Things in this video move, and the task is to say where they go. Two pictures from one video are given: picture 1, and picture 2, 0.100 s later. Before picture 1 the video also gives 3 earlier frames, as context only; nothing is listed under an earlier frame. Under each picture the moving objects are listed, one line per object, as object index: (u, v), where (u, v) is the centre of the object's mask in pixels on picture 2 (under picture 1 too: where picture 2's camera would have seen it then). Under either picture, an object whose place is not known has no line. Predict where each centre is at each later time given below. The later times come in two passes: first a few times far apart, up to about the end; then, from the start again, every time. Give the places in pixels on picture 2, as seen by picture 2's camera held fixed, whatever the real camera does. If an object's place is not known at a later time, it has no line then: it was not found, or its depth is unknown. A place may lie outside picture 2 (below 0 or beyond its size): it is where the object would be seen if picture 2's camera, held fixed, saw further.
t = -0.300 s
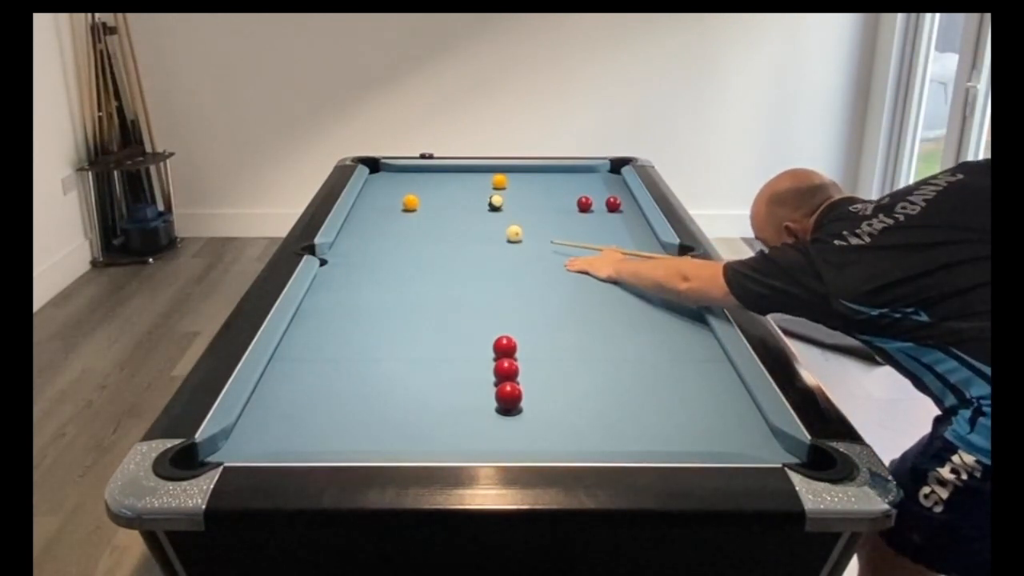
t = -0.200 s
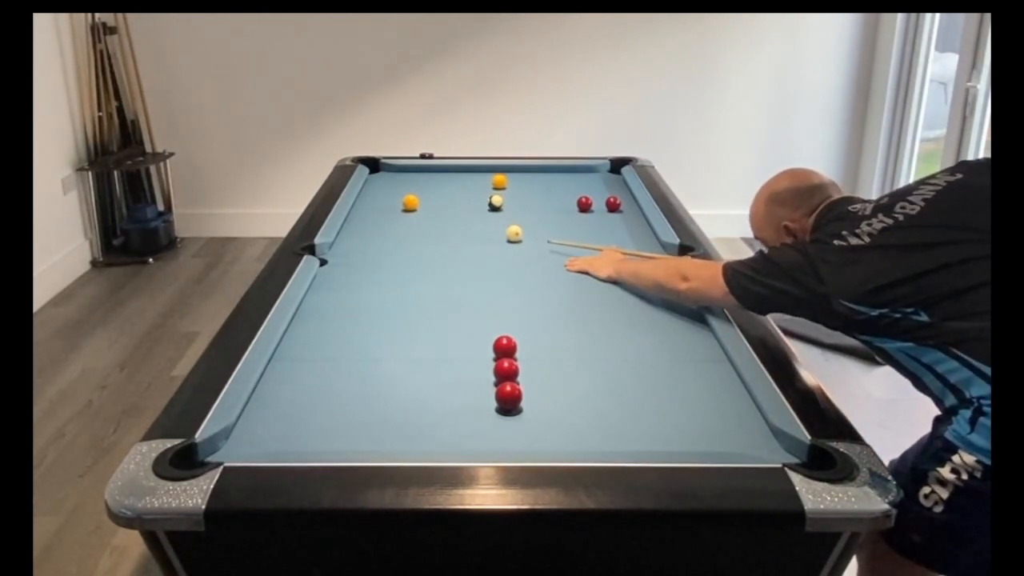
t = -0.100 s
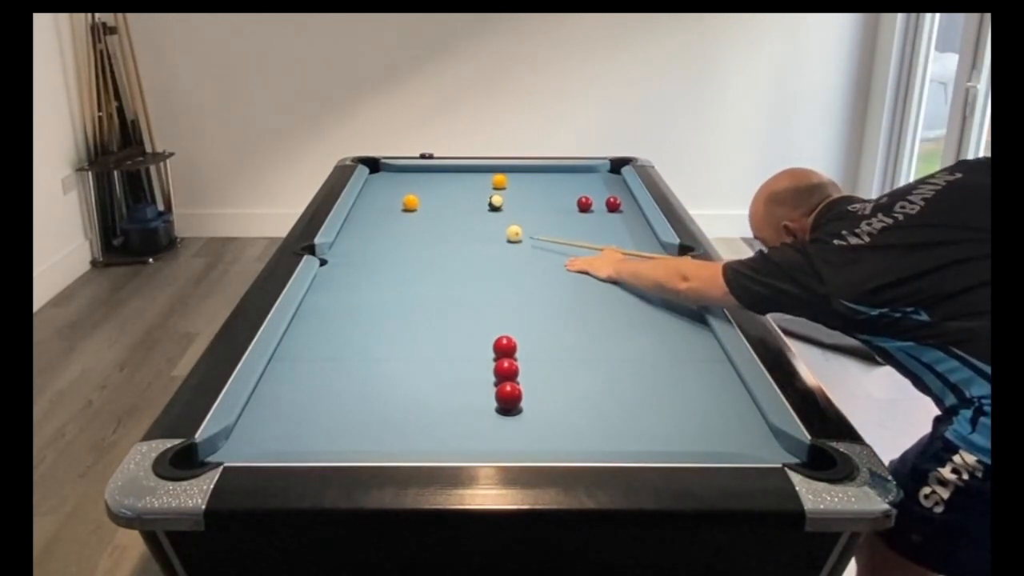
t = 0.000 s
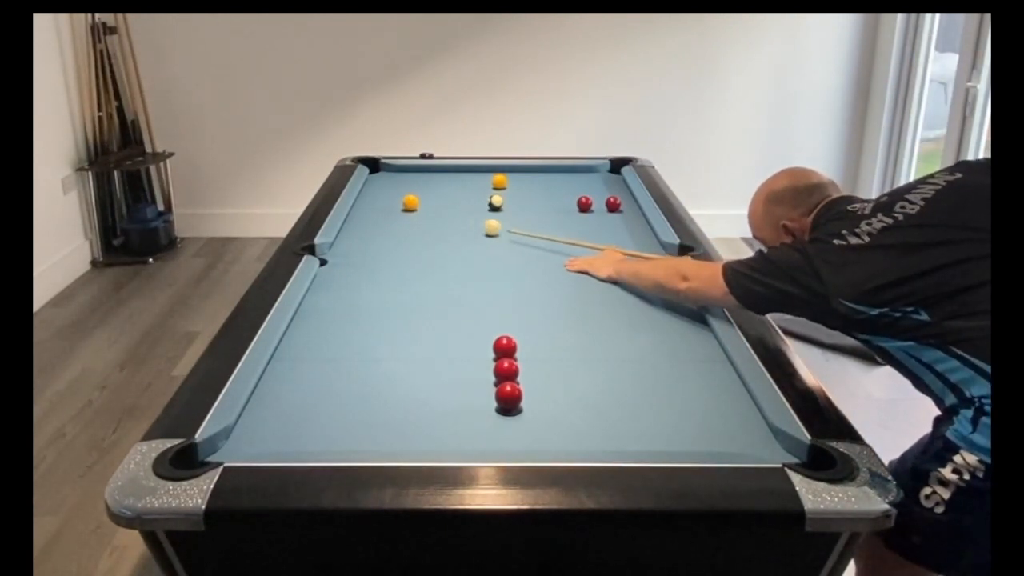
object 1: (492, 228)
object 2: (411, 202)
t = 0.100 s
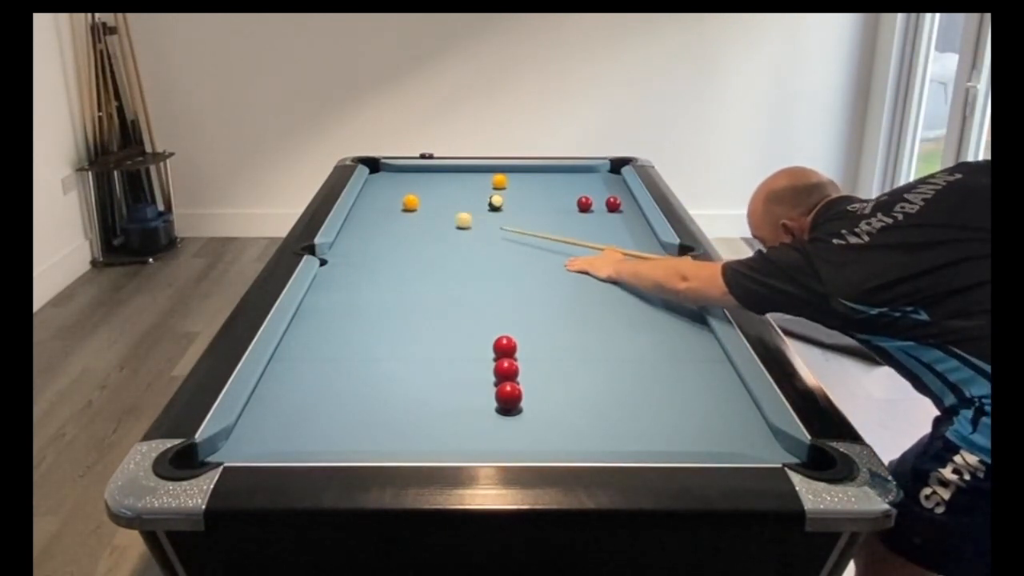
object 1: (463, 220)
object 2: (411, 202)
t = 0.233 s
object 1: (431, 212)
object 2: (410, 202)
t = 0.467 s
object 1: (388, 209)
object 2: (404, 195)
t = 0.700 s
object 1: (363, 209)
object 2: (397, 186)
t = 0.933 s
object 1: (388, 210)
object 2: (389, 179)
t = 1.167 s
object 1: (410, 212)
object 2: (382, 172)
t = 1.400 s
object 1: (431, 213)
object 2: (376, 167)
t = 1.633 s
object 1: (451, 215)
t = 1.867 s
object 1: (469, 216)
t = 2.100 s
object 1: (485, 217)
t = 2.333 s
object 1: (500, 218)
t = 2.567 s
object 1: (513, 219)
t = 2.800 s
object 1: (525, 220)
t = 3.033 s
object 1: (534, 220)
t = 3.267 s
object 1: (543, 222)
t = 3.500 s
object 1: (549, 222)
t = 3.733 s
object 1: (553, 222)
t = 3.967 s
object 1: (557, 223)
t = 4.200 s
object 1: (558, 223)
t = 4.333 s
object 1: (558, 223)
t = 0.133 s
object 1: (455, 218)
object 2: (410, 202)
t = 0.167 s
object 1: (447, 216)
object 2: (410, 202)
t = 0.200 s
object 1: (439, 214)
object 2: (410, 202)
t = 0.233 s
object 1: (431, 212)
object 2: (410, 202)
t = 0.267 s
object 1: (424, 210)
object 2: (410, 202)
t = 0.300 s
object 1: (417, 209)
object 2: (409, 201)
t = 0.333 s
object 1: (410, 209)
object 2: (408, 198)
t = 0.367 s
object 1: (405, 208)
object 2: (408, 197)
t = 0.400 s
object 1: (399, 208)
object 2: (407, 197)
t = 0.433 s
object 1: (393, 209)
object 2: (405, 196)
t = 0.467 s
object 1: (388, 209)
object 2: (404, 195)
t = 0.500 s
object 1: (382, 209)
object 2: (403, 194)
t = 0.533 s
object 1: (377, 209)
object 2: (402, 192)
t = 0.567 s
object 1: (372, 209)
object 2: (401, 191)
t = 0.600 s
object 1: (366, 209)
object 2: (400, 190)
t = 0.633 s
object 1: (360, 209)
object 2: (398, 188)
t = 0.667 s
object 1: (359, 209)
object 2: (397, 187)
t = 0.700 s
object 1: (363, 209)
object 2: (397, 186)
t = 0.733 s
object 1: (366, 209)
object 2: (395, 186)
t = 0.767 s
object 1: (370, 210)
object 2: (394, 184)
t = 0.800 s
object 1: (374, 210)
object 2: (393, 183)
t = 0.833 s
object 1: (377, 210)
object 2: (392, 181)
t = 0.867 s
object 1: (381, 210)
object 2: (391, 180)
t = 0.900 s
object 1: (384, 210)
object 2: (390, 180)
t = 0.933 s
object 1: (388, 210)
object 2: (389, 179)
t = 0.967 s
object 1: (391, 211)
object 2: (388, 178)
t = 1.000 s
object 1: (394, 211)
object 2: (387, 177)
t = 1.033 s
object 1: (398, 211)
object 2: (386, 175)
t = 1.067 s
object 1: (401, 212)
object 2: (385, 174)
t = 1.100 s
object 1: (404, 212)
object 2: (384, 174)
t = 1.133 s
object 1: (407, 212)
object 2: (383, 173)
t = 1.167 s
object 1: (410, 212)
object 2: (382, 172)
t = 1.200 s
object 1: (414, 212)
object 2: (381, 171)
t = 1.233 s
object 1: (417, 212)
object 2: (380, 170)
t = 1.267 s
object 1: (420, 213)
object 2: (379, 169)
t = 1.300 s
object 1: (423, 213)
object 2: (378, 169)
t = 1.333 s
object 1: (426, 213)
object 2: (377, 168)
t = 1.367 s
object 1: (429, 213)
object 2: (376, 167)
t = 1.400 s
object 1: (431, 213)
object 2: (376, 167)
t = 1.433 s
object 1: (435, 214)
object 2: (375, 166)
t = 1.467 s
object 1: (438, 214)
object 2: (374, 166)
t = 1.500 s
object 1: (440, 214)
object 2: (373, 169)
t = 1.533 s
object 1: (443, 214)
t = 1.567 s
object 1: (446, 214)
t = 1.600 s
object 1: (448, 215)
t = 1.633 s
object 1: (451, 215)
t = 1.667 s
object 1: (454, 215)
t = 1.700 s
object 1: (456, 215)
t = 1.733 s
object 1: (459, 215)
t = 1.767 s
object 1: (462, 215)
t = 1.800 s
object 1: (464, 215)
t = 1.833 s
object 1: (466, 216)
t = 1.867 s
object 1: (469, 216)
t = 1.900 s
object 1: (472, 216)
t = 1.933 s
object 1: (474, 216)
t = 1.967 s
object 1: (476, 216)
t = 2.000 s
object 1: (478, 216)
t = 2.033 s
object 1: (481, 217)
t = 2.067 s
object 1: (483, 217)
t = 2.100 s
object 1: (485, 217)
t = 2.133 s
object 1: (488, 217)
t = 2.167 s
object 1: (490, 217)
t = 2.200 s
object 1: (492, 217)
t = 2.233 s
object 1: (494, 217)
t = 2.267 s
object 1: (496, 217)
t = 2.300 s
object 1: (498, 217)
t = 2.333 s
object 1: (500, 218)
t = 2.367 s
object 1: (502, 218)
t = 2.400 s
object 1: (504, 218)
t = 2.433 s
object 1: (506, 218)
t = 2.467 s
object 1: (508, 218)
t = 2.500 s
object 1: (510, 218)
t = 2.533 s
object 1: (511, 219)
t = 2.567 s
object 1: (513, 219)
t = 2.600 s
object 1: (516, 219)
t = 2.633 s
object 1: (517, 219)
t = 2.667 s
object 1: (518, 220)
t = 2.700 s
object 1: (520, 219)
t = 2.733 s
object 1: (522, 220)
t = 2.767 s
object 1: (523, 220)
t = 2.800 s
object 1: (525, 220)
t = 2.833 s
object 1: (526, 220)
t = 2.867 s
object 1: (528, 220)
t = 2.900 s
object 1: (529, 220)
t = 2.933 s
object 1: (530, 220)
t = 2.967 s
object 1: (532, 220)
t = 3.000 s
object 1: (533, 220)
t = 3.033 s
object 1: (534, 220)
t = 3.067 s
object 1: (536, 221)
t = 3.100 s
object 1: (537, 221)
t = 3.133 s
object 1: (538, 221)
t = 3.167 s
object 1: (539, 221)
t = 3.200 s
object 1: (541, 221)
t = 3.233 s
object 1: (541, 221)
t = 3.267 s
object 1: (543, 222)
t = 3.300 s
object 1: (543, 222)
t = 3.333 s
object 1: (544, 222)
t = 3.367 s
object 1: (545, 221)
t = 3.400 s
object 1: (546, 221)
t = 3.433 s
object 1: (547, 222)
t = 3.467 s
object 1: (548, 222)
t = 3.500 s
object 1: (549, 222)
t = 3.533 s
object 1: (549, 222)
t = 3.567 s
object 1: (550, 222)
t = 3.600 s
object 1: (551, 222)
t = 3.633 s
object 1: (552, 222)
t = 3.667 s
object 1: (552, 222)
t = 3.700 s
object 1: (553, 222)
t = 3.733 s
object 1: (553, 222)
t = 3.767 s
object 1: (554, 222)
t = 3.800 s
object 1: (554, 223)
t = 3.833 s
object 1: (555, 222)
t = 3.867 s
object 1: (555, 223)
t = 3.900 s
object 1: (556, 223)
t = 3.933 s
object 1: (556, 223)
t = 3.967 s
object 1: (557, 223)
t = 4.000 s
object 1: (557, 223)
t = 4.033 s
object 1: (557, 223)
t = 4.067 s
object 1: (557, 223)
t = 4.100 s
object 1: (557, 223)
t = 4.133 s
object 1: (557, 223)
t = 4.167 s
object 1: (558, 223)
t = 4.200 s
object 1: (558, 223)
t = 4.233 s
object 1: (558, 223)
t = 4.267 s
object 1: (558, 223)
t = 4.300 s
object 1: (558, 223)
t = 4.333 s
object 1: (558, 223)
